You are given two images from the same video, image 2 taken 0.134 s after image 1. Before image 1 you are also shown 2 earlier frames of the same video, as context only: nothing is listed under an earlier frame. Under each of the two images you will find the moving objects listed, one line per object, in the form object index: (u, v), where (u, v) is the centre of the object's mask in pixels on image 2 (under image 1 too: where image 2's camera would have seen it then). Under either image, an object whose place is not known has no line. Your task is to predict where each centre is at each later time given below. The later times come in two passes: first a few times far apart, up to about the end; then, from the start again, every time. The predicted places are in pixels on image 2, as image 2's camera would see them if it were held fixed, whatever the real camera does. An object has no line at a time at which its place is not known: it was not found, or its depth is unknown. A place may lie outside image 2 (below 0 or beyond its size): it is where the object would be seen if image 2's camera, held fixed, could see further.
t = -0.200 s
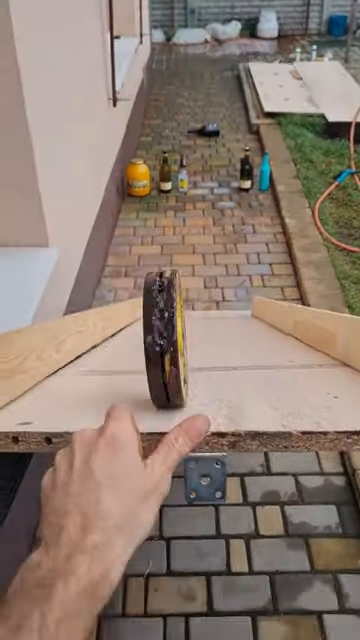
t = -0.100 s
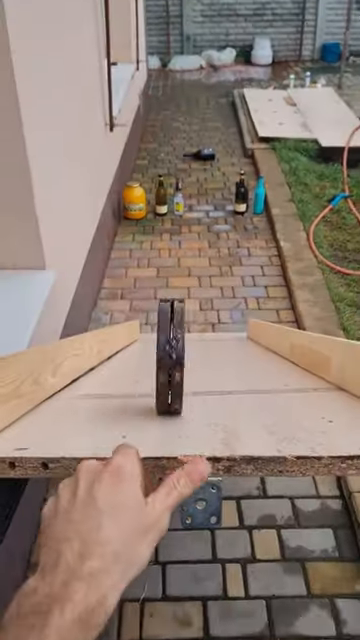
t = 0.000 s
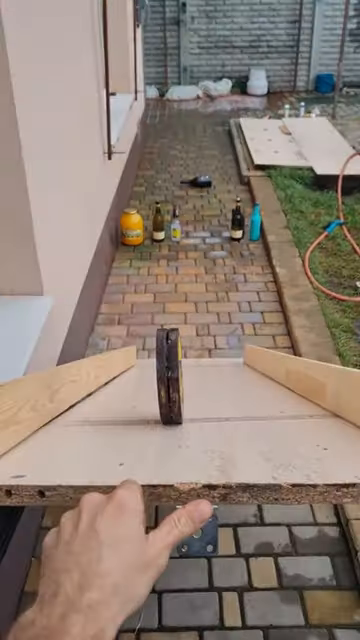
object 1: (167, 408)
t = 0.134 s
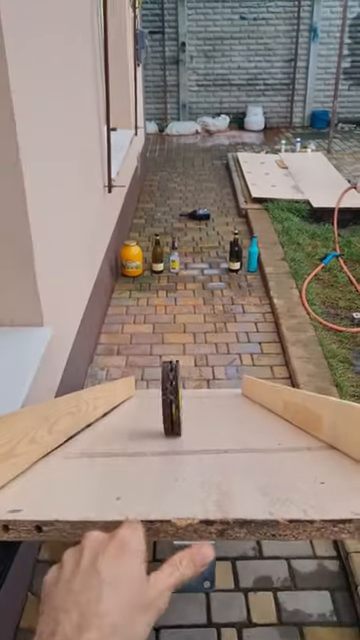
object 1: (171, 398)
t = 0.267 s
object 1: (173, 391)
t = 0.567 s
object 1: (172, 377)
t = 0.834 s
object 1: (177, 322)
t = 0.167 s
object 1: (172, 397)
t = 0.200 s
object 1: (173, 394)
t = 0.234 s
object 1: (173, 393)
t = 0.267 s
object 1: (173, 391)
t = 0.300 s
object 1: (173, 388)
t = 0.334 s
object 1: (173, 388)
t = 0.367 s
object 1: (173, 386)
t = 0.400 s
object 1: (172, 384)
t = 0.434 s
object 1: (173, 383)
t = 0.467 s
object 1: (173, 381)
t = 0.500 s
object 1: (172, 379)
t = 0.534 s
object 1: (172, 379)
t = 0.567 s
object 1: (172, 377)
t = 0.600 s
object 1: (172, 377)
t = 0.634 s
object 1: (172, 376)
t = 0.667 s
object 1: (172, 374)
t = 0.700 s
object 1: (172, 364)
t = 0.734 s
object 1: (173, 352)
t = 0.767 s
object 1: (174, 340)
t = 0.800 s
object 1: (175, 330)
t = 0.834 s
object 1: (177, 322)
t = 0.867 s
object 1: (178, 313)
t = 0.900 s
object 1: (180, 306)
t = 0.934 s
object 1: (180, 297)
